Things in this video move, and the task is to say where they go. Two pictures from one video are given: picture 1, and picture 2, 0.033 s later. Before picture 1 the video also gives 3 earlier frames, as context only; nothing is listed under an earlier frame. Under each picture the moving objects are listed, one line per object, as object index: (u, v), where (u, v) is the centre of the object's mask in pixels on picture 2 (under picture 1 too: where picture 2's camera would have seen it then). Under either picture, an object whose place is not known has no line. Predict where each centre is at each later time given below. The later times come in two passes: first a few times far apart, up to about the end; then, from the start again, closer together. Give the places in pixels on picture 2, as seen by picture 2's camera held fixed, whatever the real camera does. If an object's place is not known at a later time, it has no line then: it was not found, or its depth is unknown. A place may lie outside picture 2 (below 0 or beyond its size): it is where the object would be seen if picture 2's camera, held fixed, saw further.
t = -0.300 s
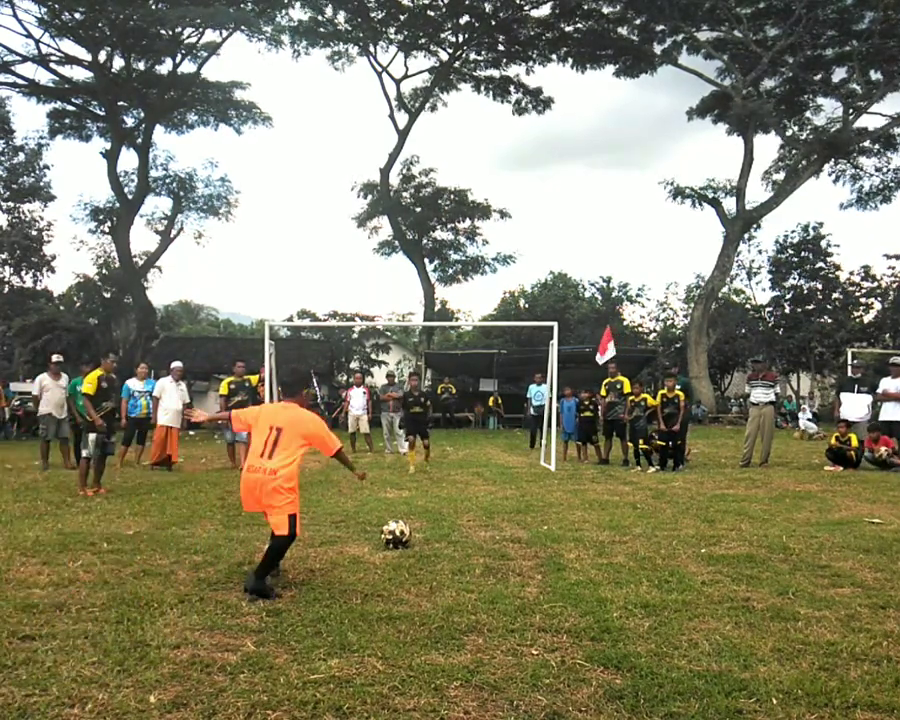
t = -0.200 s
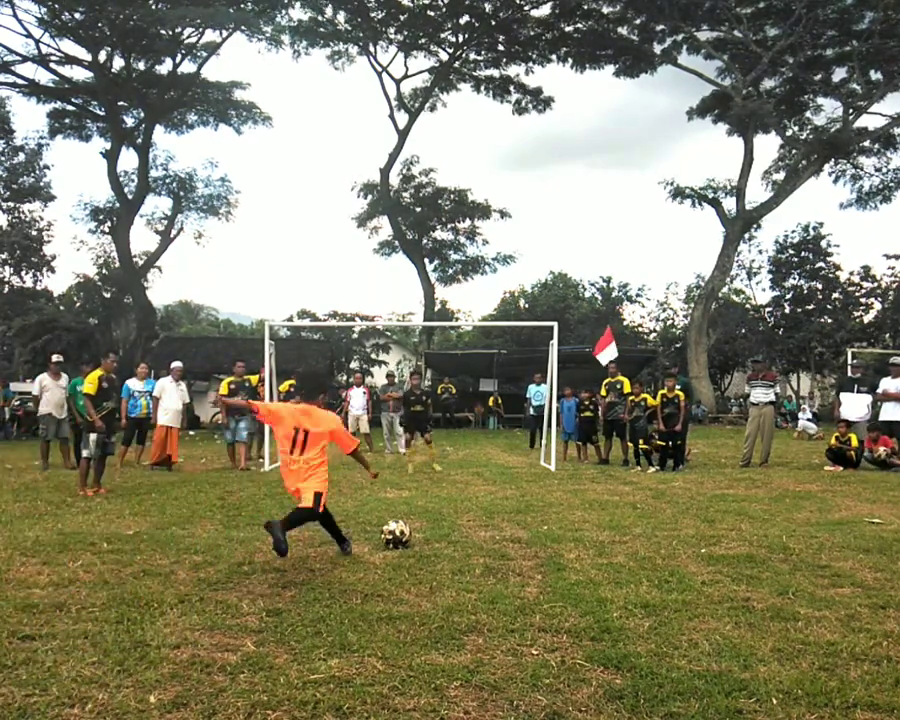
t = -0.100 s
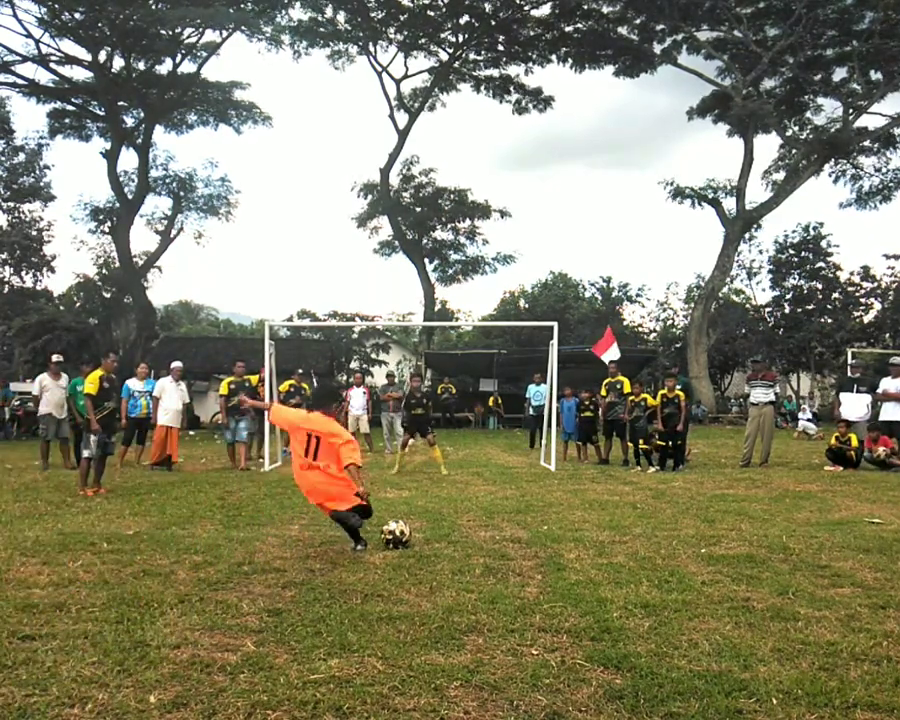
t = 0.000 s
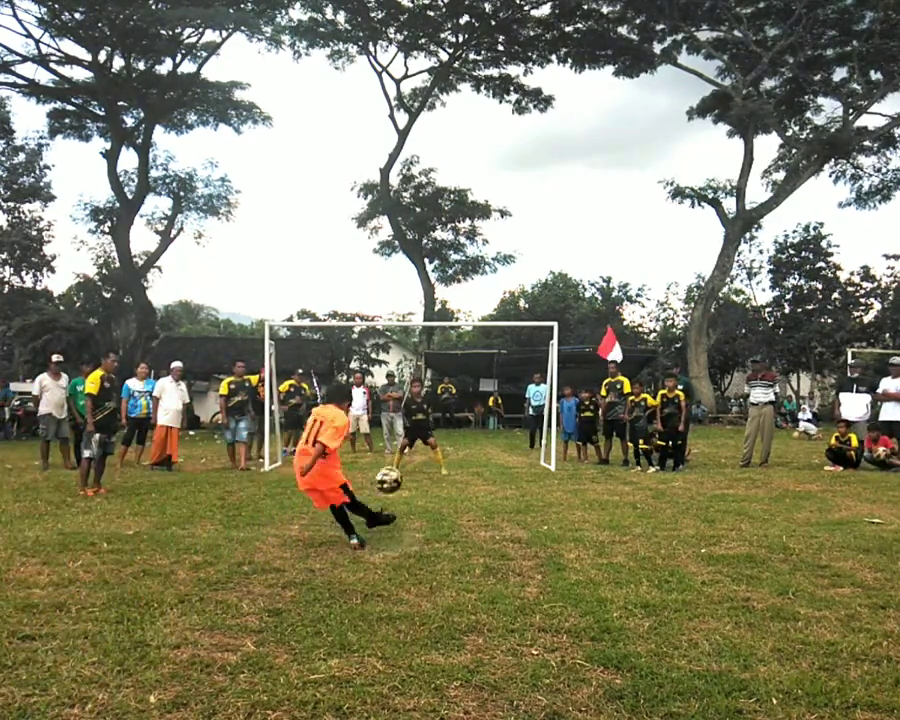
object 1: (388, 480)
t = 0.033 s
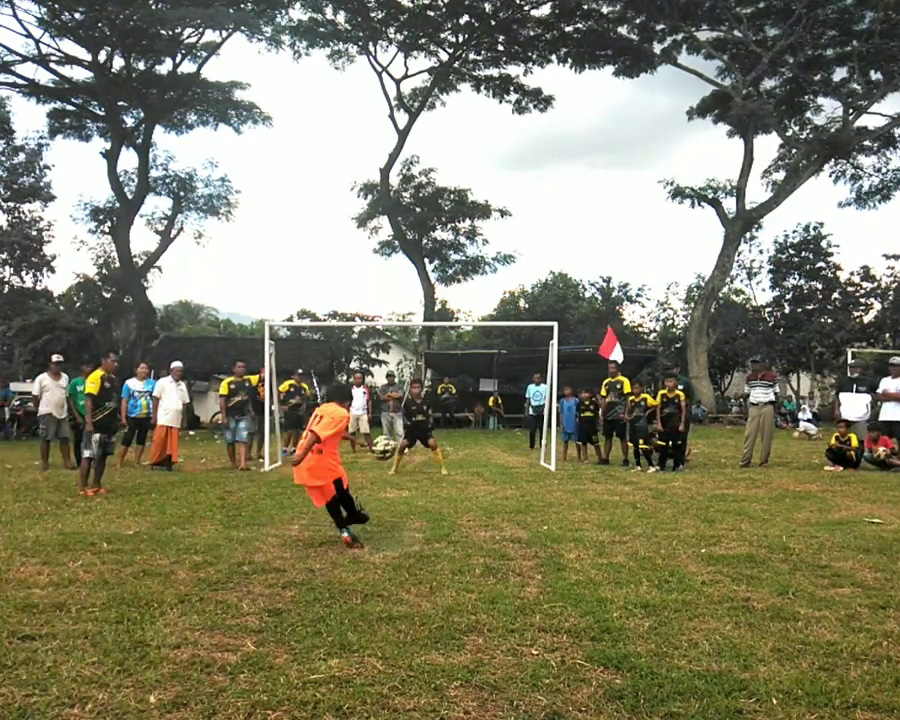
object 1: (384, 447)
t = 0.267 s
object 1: (351, 334)
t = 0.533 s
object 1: (325, 217)
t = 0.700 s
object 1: (307, 103)
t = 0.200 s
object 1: (359, 357)
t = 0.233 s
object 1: (357, 345)
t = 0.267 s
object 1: (351, 334)
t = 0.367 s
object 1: (341, 321)
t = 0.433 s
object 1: (334, 289)
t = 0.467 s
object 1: (331, 265)
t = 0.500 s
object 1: (328, 241)
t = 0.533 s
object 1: (325, 217)
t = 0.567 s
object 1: (322, 194)
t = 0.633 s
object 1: (315, 148)
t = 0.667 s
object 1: (311, 125)
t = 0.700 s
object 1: (307, 103)
